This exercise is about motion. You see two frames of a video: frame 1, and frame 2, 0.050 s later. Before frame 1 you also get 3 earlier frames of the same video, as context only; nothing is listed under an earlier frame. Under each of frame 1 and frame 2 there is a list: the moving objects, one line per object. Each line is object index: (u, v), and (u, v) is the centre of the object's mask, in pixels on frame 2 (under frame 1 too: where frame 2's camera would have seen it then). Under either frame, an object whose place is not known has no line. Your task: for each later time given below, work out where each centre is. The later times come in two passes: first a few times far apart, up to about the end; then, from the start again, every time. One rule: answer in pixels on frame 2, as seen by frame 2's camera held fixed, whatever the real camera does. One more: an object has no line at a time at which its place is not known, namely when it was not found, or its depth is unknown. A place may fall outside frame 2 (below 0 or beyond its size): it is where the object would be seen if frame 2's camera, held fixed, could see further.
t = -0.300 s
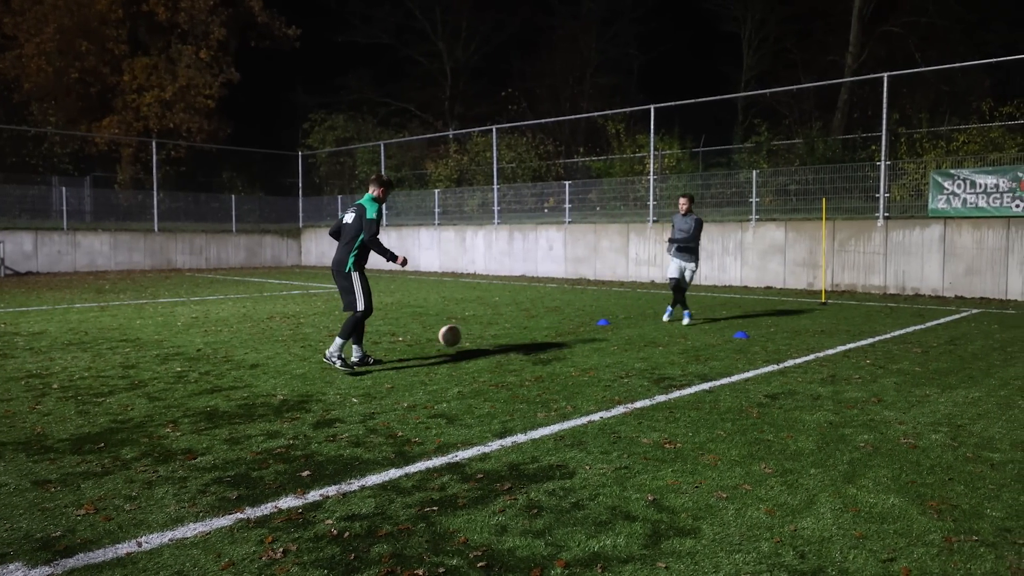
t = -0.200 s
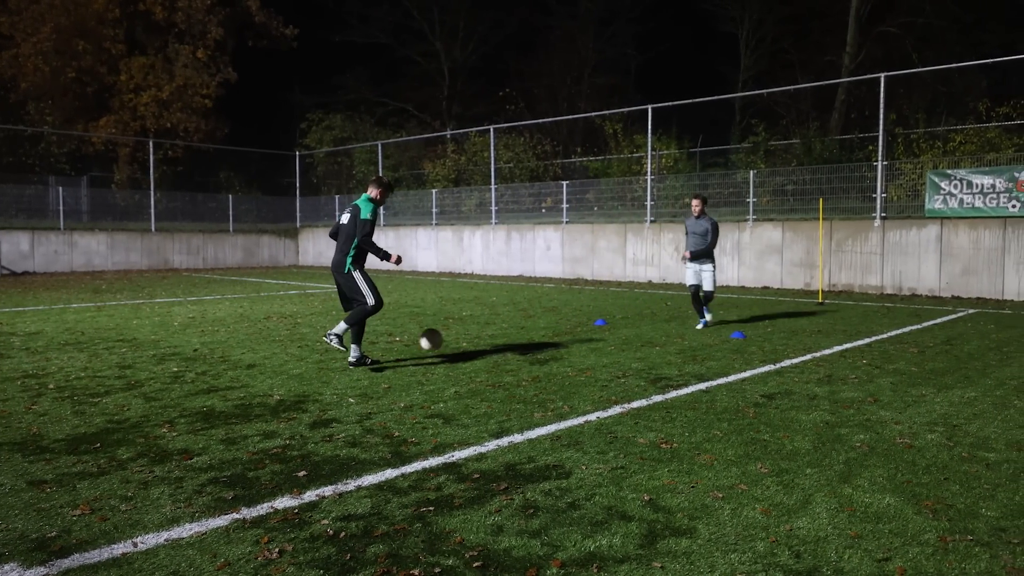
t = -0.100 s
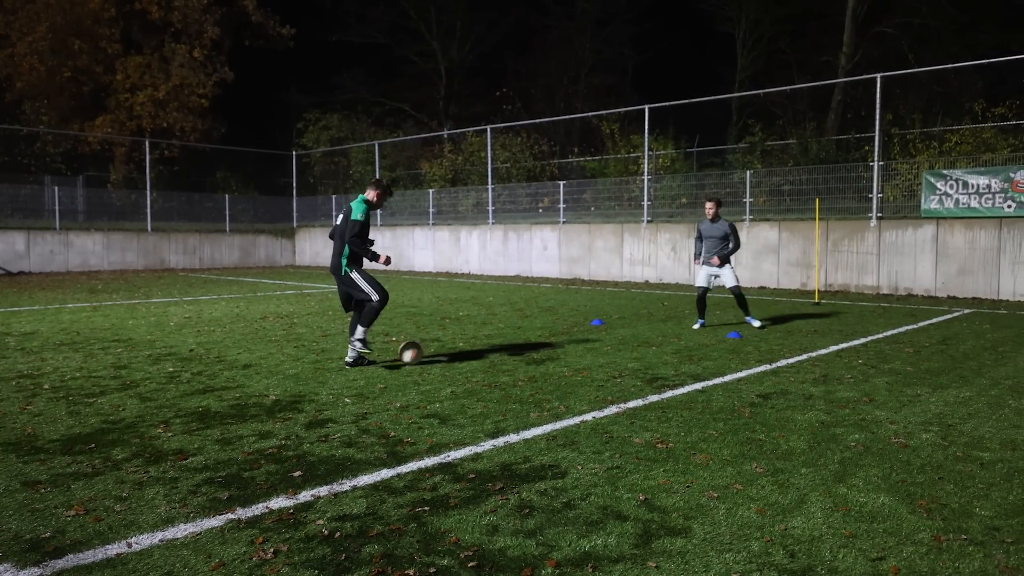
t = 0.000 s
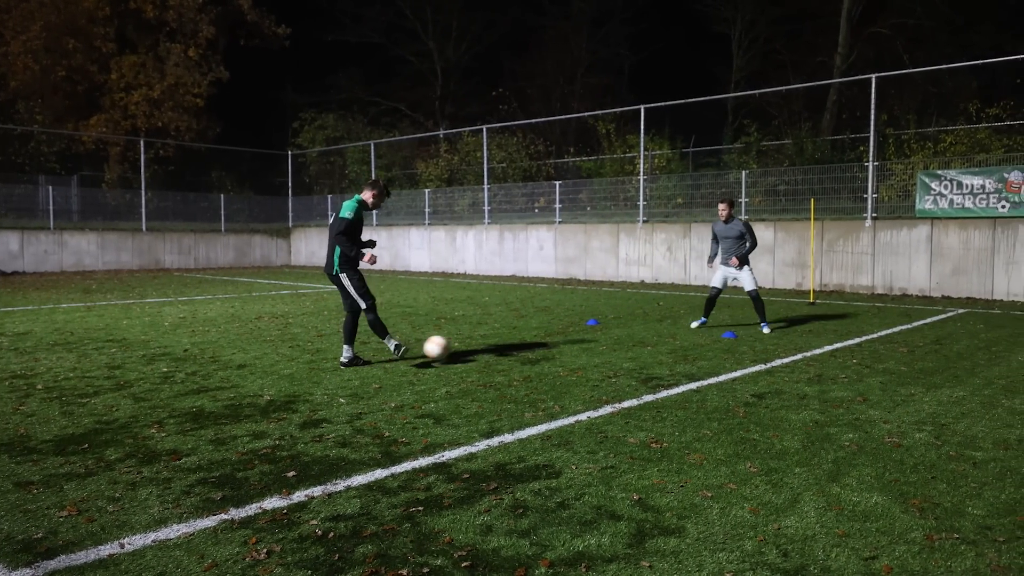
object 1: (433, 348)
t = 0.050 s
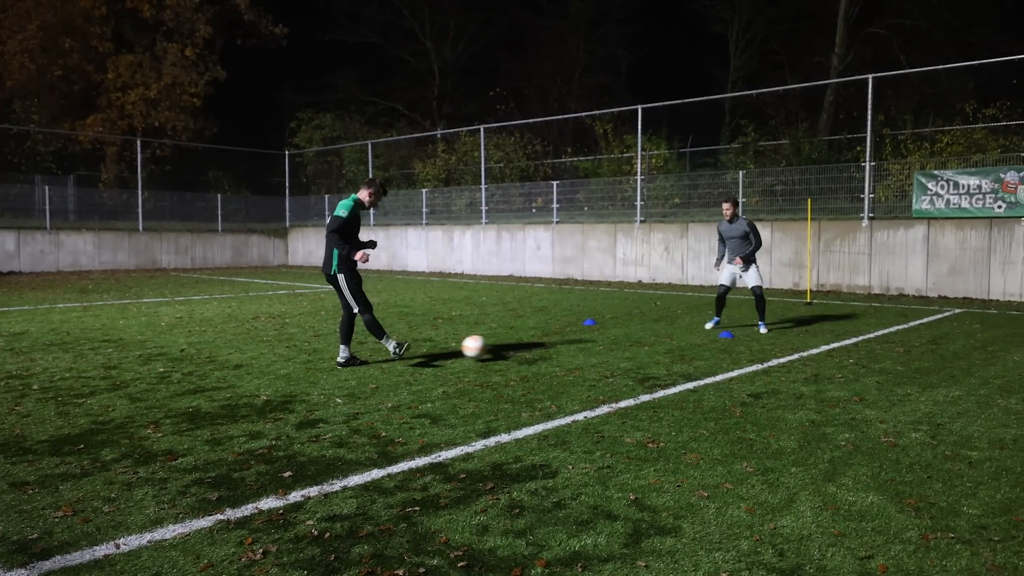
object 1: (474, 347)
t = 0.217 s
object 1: (591, 341)
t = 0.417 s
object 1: (705, 337)
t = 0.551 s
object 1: (765, 333)
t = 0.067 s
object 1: (487, 347)
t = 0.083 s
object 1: (500, 348)
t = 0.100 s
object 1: (512, 348)
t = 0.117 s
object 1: (524, 346)
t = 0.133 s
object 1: (536, 345)
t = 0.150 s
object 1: (547, 344)
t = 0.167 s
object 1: (559, 343)
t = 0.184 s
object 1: (569, 342)
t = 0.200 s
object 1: (580, 342)
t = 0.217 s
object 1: (591, 341)
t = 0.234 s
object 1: (602, 342)
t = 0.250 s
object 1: (612, 342)
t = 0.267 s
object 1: (622, 342)
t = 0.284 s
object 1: (632, 340)
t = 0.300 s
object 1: (641, 339)
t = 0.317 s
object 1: (651, 338)
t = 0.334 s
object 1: (660, 337)
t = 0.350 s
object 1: (669, 337)
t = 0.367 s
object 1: (678, 337)
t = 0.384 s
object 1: (687, 337)
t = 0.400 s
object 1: (696, 337)
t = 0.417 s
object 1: (705, 337)
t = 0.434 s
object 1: (712, 336)
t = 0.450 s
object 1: (720, 335)
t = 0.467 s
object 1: (728, 334)
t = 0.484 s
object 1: (736, 334)
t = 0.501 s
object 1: (743, 334)
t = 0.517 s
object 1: (750, 334)
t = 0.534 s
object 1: (758, 334)
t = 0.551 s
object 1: (765, 333)
